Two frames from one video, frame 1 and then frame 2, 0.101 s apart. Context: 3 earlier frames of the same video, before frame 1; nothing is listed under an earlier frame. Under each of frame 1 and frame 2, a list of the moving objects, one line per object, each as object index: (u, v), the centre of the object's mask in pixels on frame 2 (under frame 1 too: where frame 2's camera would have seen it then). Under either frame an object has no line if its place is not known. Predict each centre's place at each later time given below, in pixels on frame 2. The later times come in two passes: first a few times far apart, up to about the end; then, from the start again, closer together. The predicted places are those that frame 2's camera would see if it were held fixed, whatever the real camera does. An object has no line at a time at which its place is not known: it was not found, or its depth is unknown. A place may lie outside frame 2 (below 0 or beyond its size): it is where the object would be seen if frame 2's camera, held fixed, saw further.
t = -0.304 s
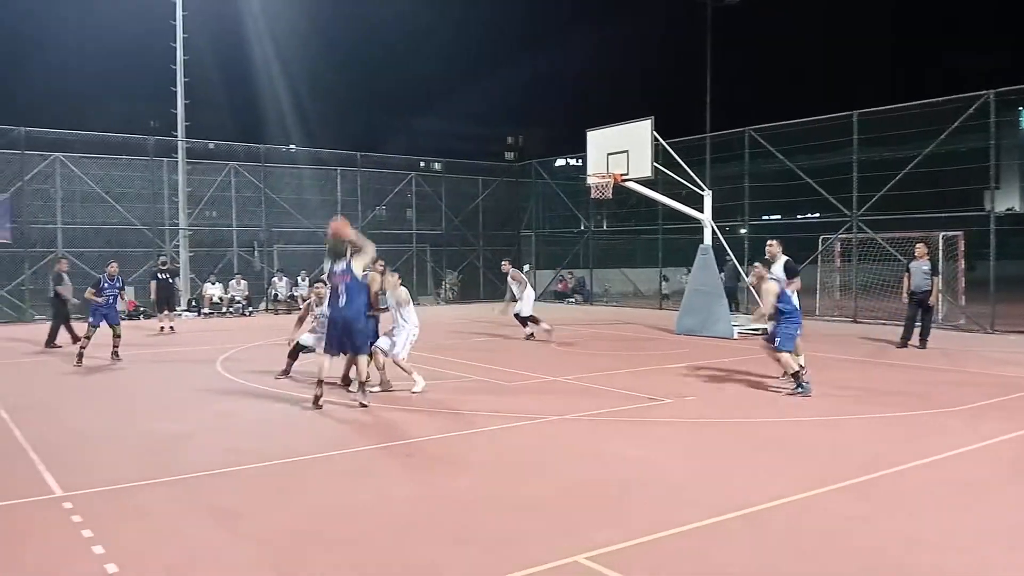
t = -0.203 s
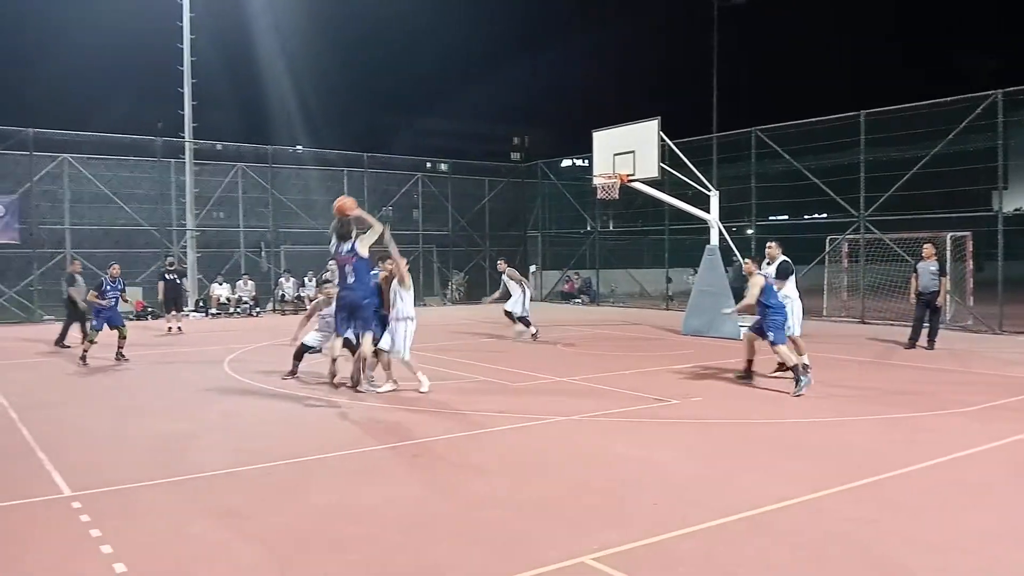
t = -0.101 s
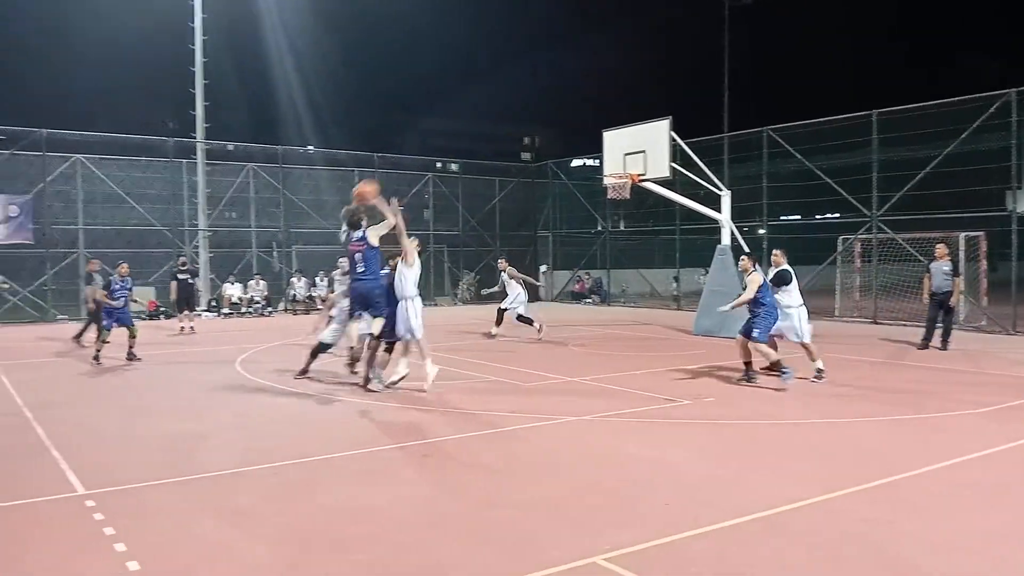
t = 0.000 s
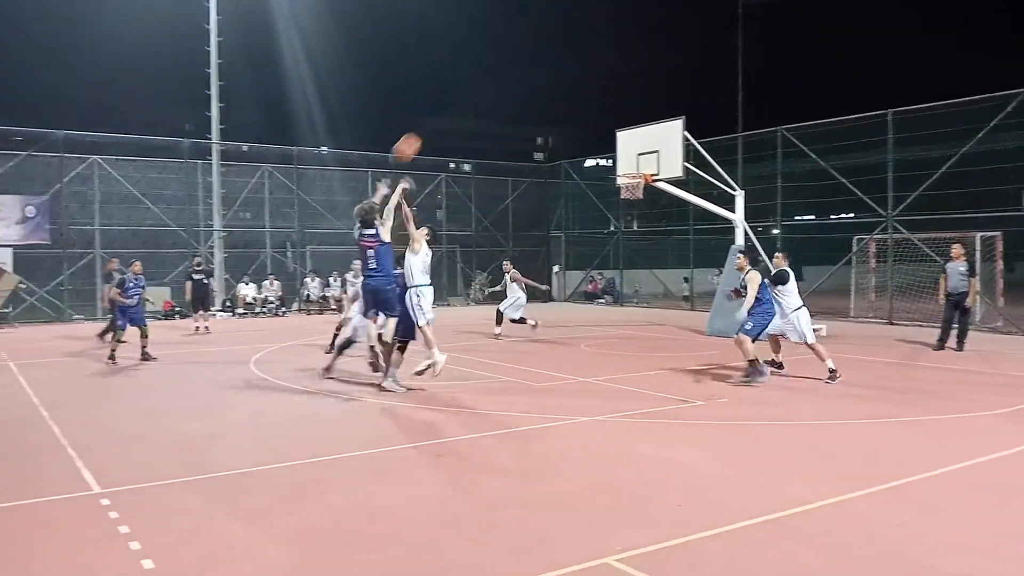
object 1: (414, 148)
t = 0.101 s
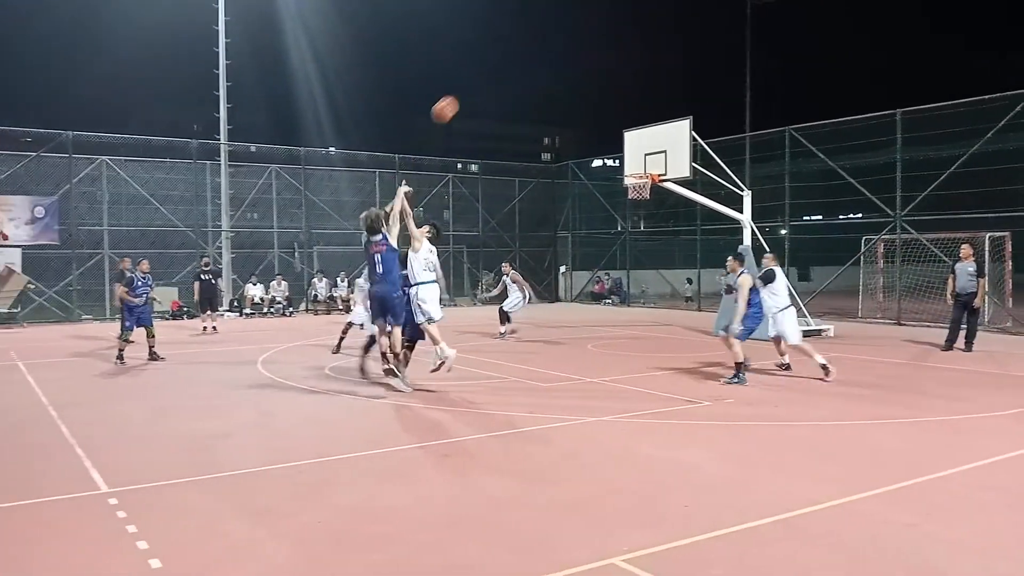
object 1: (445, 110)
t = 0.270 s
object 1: (492, 69)
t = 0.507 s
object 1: (548, 54)
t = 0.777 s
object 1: (599, 83)
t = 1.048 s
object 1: (640, 147)
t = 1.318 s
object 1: (642, 139)
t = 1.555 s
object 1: (617, 129)
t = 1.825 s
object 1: (590, 157)
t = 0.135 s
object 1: (455, 99)
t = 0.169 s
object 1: (465, 90)
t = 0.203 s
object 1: (474, 81)
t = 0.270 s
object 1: (492, 69)
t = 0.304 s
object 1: (501, 64)
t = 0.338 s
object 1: (509, 60)
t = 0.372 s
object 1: (517, 57)
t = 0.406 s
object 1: (525, 55)
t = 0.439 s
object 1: (533, 54)
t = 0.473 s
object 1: (540, 53)
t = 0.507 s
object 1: (548, 54)
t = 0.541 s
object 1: (555, 55)
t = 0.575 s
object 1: (562, 57)
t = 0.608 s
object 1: (569, 59)
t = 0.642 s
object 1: (575, 63)
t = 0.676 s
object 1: (581, 67)
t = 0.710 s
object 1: (587, 71)
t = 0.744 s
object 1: (594, 77)
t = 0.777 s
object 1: (599, 83)
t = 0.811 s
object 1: (605, 89)
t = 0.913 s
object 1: (621, 111)
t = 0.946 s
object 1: (626, 118)
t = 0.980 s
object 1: (630, 126)
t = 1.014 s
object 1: (636, 136)
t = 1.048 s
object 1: (640, 147)
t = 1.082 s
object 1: (645, 156)
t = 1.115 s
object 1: (650, 167)
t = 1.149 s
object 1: (652, 163)
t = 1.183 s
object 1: (654, 156)
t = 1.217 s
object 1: (652, 151)
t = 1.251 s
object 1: (649, 146)
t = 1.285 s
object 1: (645, 142)
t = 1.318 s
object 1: (642, 139)
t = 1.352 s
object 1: (638, 134)
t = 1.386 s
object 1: (635, 132)
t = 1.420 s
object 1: (631, 130)
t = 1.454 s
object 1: (628, 129)
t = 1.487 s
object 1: (624, 128)
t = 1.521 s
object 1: (620, 129)
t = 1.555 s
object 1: (617, 129)
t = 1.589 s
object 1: (614, 130)
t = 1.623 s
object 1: (610, 133)
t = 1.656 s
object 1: (607, 135)
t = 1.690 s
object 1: (604, 138)
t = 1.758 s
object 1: (597, 146)
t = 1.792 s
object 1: (593, 151)
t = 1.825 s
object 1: (590, 157)
